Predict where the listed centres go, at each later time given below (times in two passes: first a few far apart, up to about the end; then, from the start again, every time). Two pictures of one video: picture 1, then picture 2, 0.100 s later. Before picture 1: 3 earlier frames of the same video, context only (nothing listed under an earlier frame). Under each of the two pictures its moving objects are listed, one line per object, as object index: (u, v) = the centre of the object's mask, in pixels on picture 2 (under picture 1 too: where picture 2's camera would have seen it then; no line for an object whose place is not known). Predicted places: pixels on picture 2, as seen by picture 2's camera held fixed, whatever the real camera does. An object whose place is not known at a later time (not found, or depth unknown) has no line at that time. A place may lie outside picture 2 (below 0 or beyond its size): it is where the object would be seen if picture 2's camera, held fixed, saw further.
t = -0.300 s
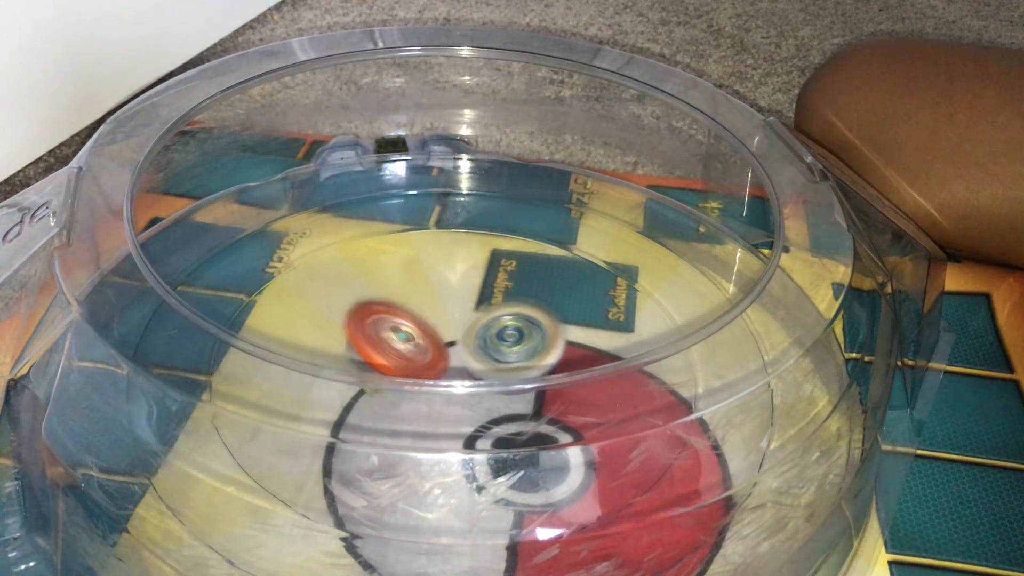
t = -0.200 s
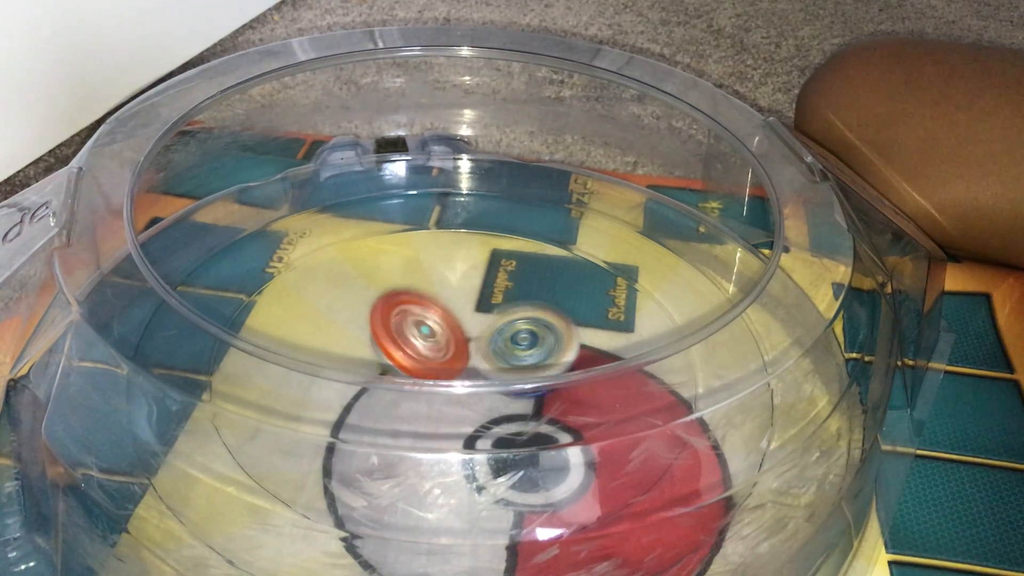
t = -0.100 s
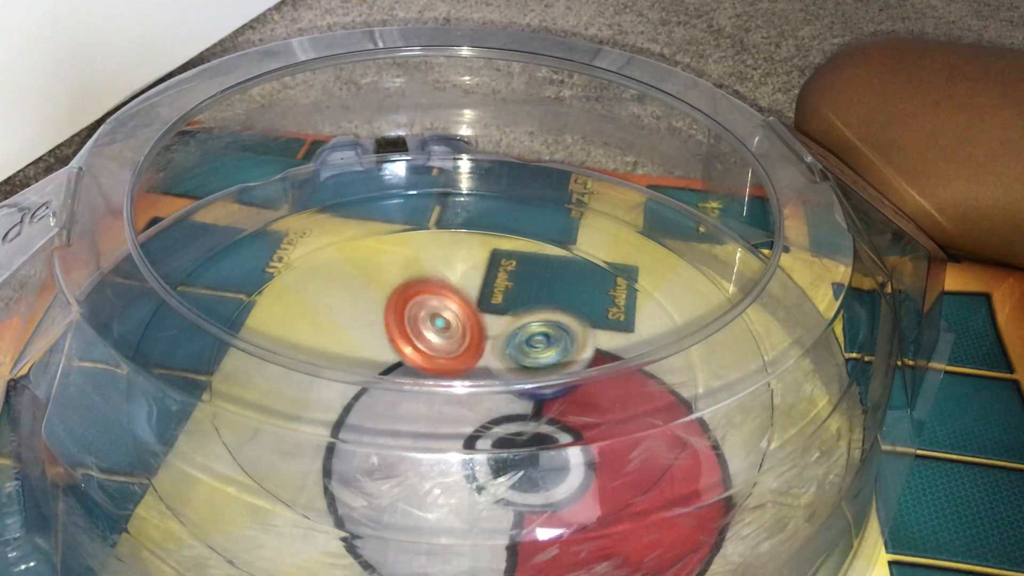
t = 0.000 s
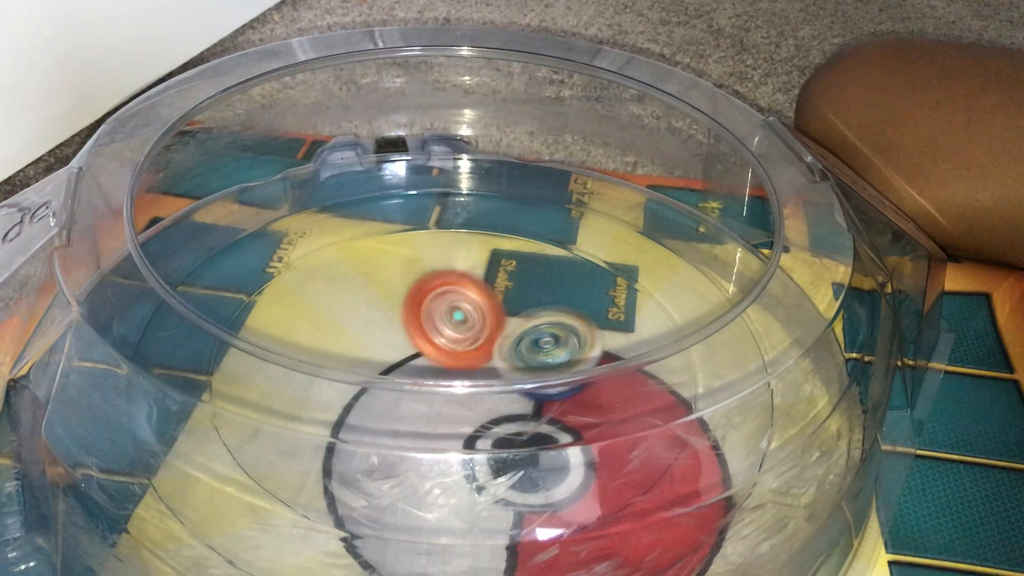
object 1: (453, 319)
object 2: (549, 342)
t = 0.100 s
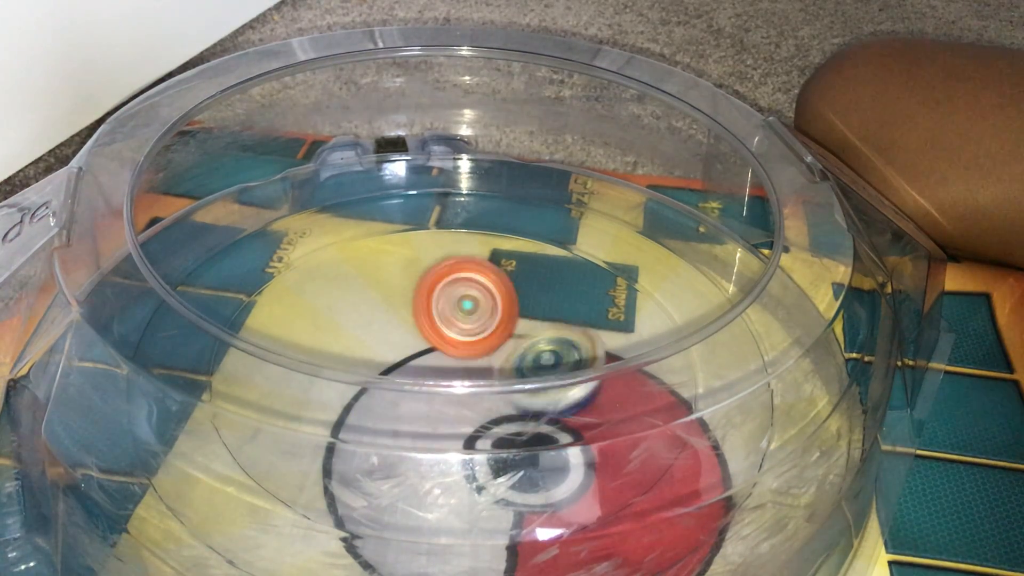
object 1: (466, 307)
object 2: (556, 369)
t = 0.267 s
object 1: (488, 319)
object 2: (537, 405)
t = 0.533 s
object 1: (500, 344)
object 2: (446, 436)
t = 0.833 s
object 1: (498, 348)
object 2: (348, 410)
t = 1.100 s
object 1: (488, 354)
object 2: (381, 317)
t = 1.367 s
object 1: (487, 353)
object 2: (404, 249)
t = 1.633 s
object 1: (476, 396)
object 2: (415, 295)
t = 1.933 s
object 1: (446, 410)
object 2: (520, 340)
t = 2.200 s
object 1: (453, 380)
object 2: (525, 326)
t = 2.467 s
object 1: (437, 362)
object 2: (516, 325)
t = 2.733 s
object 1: (421, 374)
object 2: (513, 340)
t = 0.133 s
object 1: (469, 306)
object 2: (551, 375)
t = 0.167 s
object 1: (474, 306)
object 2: (552, 388)
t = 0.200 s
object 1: (479, 309)
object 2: (549, 392)
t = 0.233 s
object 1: (484, 313)
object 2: (540, 396)
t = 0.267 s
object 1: (488, 319)
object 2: (537, 405)
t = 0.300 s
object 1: (492, 325)
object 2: (530, 416)
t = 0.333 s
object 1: (494, 331)
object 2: (521, 417)
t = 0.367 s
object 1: (498, 333)
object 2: (508, 424)
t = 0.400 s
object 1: (500, 336)
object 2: (496, 426)
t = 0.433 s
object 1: (499, 339)
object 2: (491, 426)
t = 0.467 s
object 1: (498, 342)
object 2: (475, 429)
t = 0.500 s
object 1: (496, 345)
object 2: (464, 430)
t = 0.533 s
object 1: (500, 344)
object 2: (446, 436)
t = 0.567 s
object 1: (500, 343)
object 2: (435, 437)
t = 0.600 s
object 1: (499, 344)
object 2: (421, 437)
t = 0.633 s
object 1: (495, 347)
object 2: (410, 434)
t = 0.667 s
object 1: (490, 349)
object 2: (404, 430)
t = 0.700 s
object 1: (484, 352)
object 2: (397, 428)
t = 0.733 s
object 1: (480, 355)
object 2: (392, 419)
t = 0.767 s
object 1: (487, 353)
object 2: (371, 416)
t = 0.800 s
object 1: (494, 351)
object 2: (357, 413)
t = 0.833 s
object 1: (498, 348)
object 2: (348, 410)
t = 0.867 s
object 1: (499, 346)
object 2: (344, 407)
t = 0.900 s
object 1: (498, 344)
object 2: (341, 389)
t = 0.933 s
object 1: (493, 343)
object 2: (343, 380)
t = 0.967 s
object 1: (487, 342)
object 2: (349, 371)
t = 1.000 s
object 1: (477, 342)
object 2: (360, 359)
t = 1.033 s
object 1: (467, 342)
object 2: (369, 355)
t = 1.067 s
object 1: (472, 346)
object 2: (375, 331)
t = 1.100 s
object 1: (488, 354)
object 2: (381, 317)
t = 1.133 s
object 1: (497, 356)
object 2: (380, 308)
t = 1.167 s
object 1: (503, 366)
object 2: (385, 289)
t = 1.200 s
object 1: (502, 365)
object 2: (390, 274)
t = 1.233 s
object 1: (499, 365)
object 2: (395, 261)
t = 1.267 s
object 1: (496, 355)
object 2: (400, 252)
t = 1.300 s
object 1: (494, 355)
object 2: (403, 248)
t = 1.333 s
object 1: (491, 354)
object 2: (404, 246)
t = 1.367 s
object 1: (487, 353)
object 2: (404, 249)
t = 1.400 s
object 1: (483, 352)
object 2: (404, 256)
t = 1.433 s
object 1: (479, 351)
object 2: (406, 265)
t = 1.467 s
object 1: (474, 349)
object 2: (407, 275)
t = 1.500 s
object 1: (470, 347)
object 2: (409, 287)
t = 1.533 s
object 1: (469, 355)
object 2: (412, 291)
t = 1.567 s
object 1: (474, 378)
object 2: (414, 289)
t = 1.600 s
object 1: (475, 380)
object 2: (415, 289)
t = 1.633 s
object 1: (476, 396)
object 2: (415, 295)
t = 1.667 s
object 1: (475, 395)
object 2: (421, 299)
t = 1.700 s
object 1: (476, 396)
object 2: (422, 307)
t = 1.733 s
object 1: (479, 396)
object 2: (424, 316)
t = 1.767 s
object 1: (478, 397)
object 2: (428, 324)
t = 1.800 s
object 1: (479, 397)
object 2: (435, 331)
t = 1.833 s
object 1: (473, 396)
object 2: (448, 335)
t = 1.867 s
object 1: (467, 400)
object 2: (470, 339)
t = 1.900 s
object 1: (454, 405)
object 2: (500, 341)
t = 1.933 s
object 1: (446, 410)
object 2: (520, 340)
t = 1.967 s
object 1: (447, 416)
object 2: (538, 337)
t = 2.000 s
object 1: (447, 415)
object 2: (550, 334)
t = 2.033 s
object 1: (446, 407)
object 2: (553, 331)
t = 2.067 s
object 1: (445, 400)
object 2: (550, 326)
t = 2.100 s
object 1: (445, 397)
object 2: (545, 323)
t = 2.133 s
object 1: (445, 395)
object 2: (539, 322)
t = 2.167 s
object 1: (449, 380)
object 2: (532, 323)
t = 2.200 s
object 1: (453, 380)
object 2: (525, 326)
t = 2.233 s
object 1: (453, 379)
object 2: (520, 328)
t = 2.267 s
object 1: (450, 375)
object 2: (520, 327)
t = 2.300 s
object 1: (448, 373)
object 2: (518, 326)
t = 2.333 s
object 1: (447, 369)
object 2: (518, 325)
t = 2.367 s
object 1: (446, 366)
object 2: (516, 324)
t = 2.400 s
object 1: (446, 363)
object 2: (516, 323)
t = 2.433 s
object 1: (440, 363)
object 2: (516, 322)
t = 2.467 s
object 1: (437, 362)
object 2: (516, 325)
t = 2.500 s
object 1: (440, 356)
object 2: (513, 325)
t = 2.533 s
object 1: (437, 368)
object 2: (511, 327)
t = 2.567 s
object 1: (436, 370)
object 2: (508, 328)
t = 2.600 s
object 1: (434, 372)
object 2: (507, 331)
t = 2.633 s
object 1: (428, 376)
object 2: (508, 332)
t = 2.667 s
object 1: (422, 377)
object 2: (510, 335)
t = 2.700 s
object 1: (420, 378)
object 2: (512, 338)
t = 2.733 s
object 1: (421, 374)
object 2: (513, 340)
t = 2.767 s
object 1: (427, 370)
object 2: (514, 341)
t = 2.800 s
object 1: (439, 366)
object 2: (516, 343)
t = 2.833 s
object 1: (434, 365)
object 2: (522, 344)
